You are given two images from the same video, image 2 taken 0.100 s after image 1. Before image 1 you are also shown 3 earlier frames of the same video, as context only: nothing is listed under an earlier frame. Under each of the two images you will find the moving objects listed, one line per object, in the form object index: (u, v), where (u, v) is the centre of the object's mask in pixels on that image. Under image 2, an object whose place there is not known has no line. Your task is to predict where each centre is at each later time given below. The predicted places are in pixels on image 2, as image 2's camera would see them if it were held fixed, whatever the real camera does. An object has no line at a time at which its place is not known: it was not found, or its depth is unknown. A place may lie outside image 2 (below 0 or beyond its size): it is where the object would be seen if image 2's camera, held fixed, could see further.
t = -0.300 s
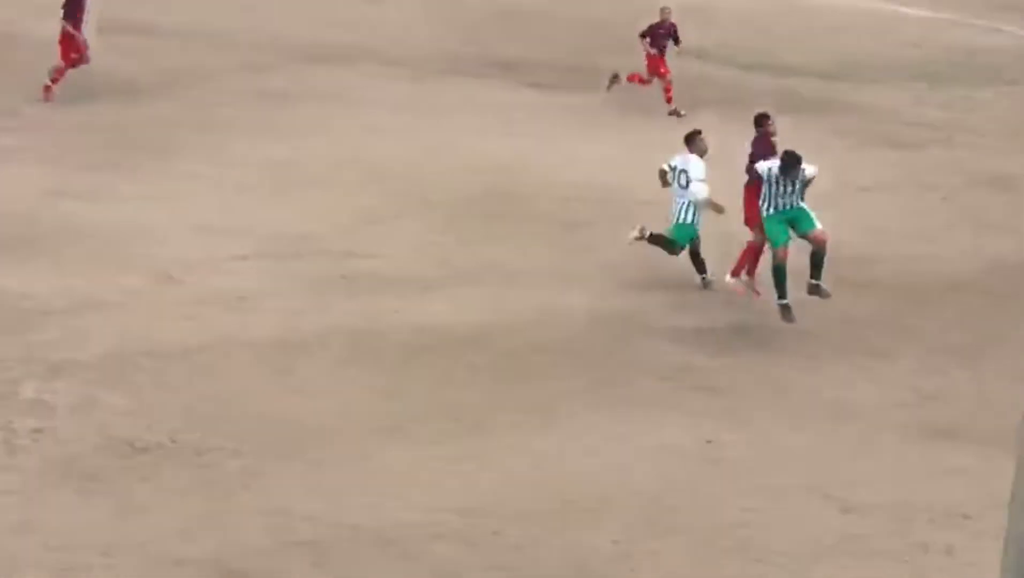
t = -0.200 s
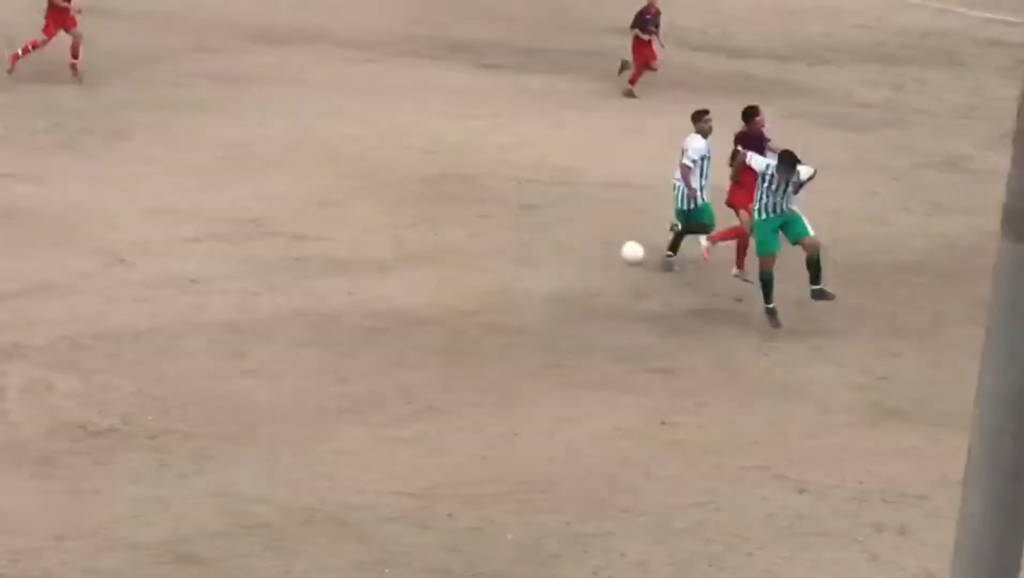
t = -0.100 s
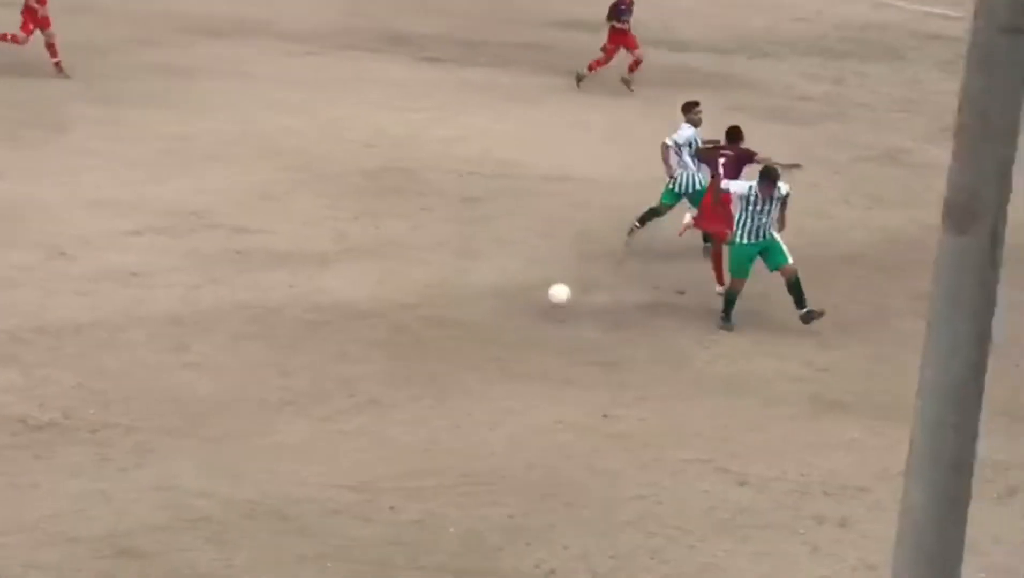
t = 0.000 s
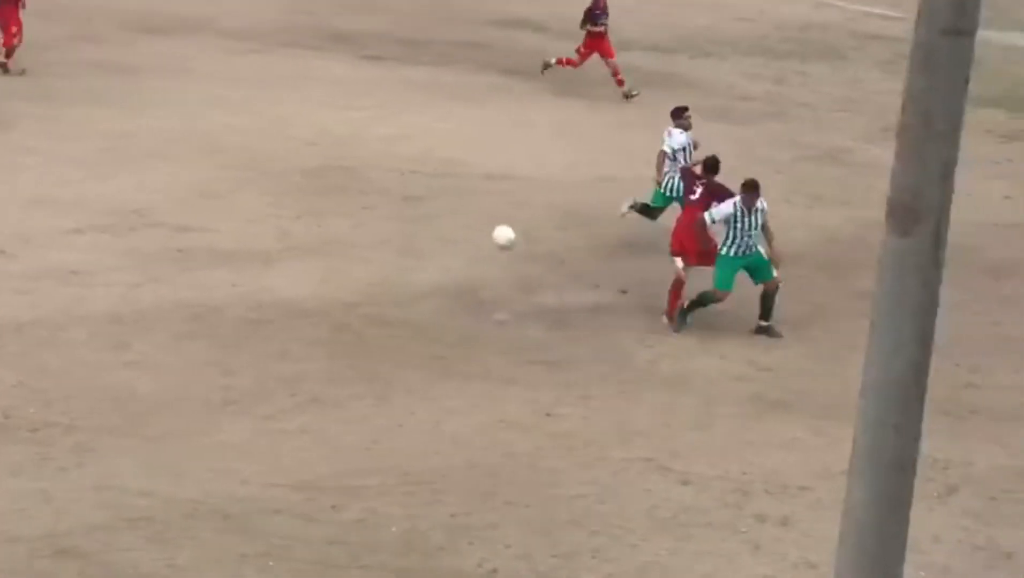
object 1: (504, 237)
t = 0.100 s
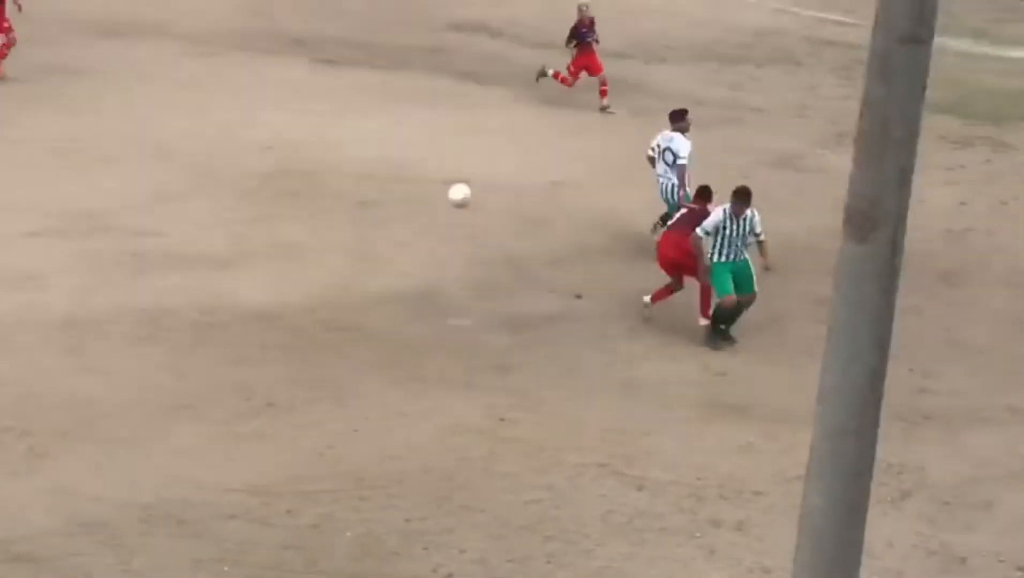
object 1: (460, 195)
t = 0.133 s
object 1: (458, 182)
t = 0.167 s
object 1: (456, 170)
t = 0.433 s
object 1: (455, 117)
